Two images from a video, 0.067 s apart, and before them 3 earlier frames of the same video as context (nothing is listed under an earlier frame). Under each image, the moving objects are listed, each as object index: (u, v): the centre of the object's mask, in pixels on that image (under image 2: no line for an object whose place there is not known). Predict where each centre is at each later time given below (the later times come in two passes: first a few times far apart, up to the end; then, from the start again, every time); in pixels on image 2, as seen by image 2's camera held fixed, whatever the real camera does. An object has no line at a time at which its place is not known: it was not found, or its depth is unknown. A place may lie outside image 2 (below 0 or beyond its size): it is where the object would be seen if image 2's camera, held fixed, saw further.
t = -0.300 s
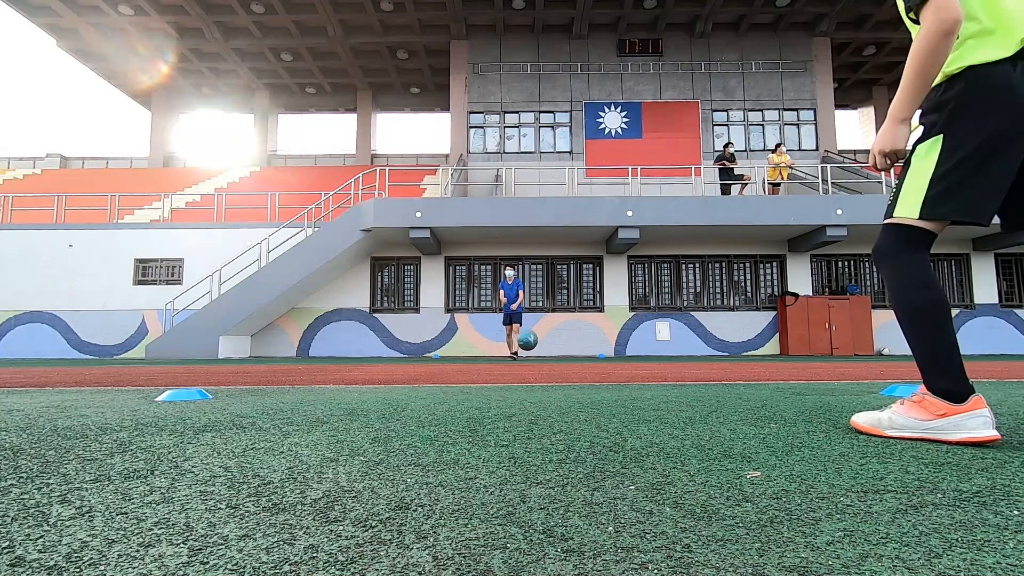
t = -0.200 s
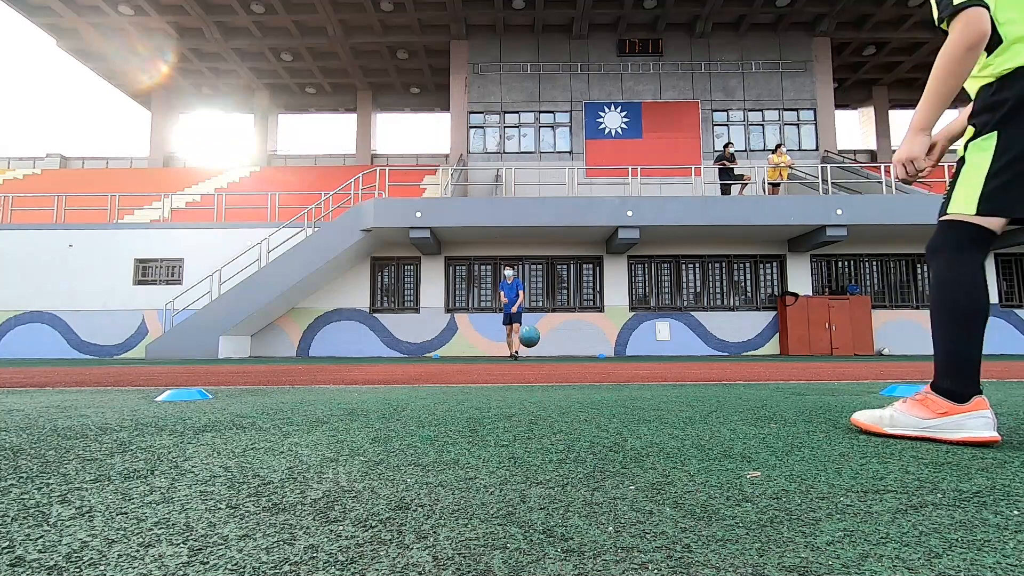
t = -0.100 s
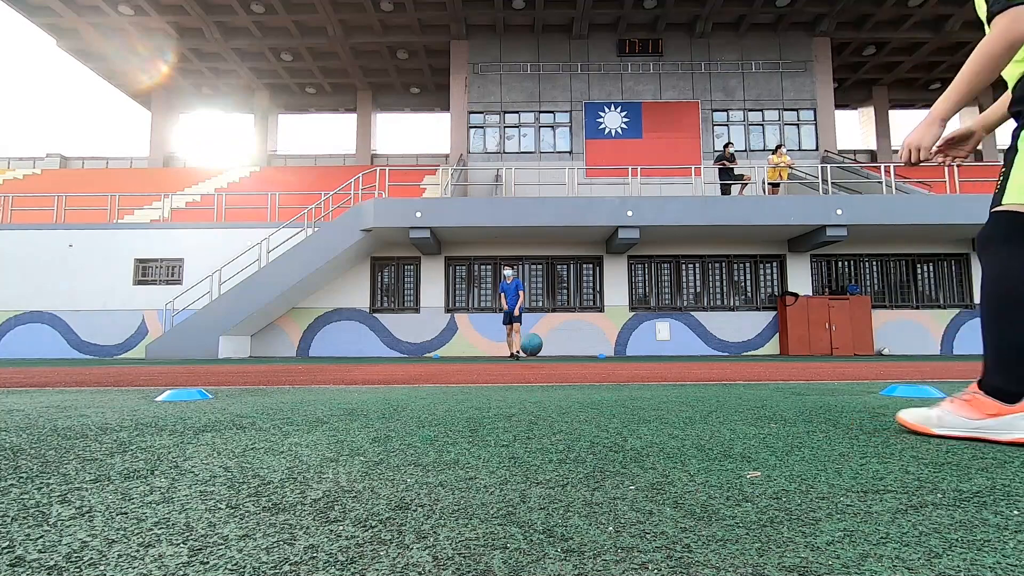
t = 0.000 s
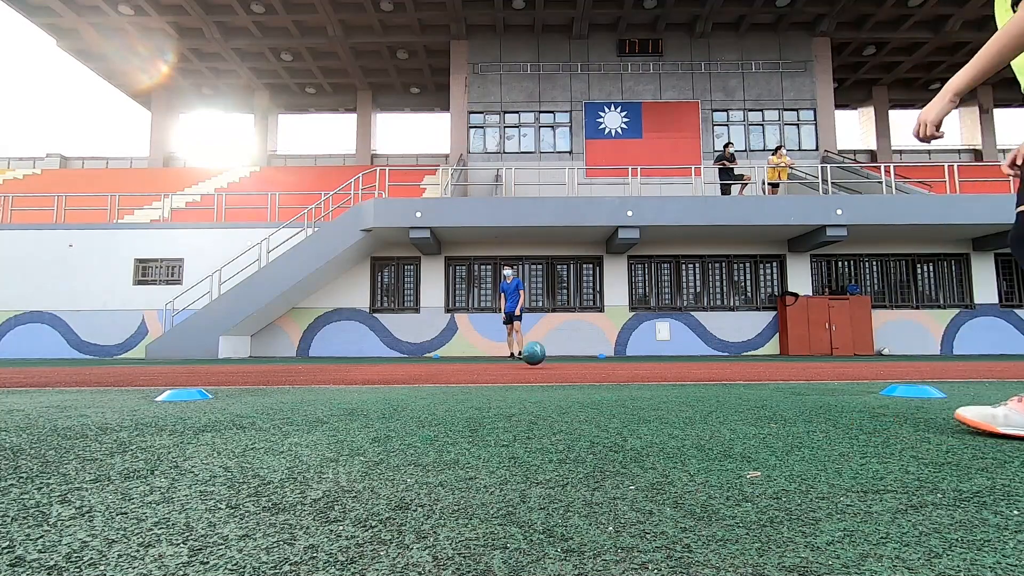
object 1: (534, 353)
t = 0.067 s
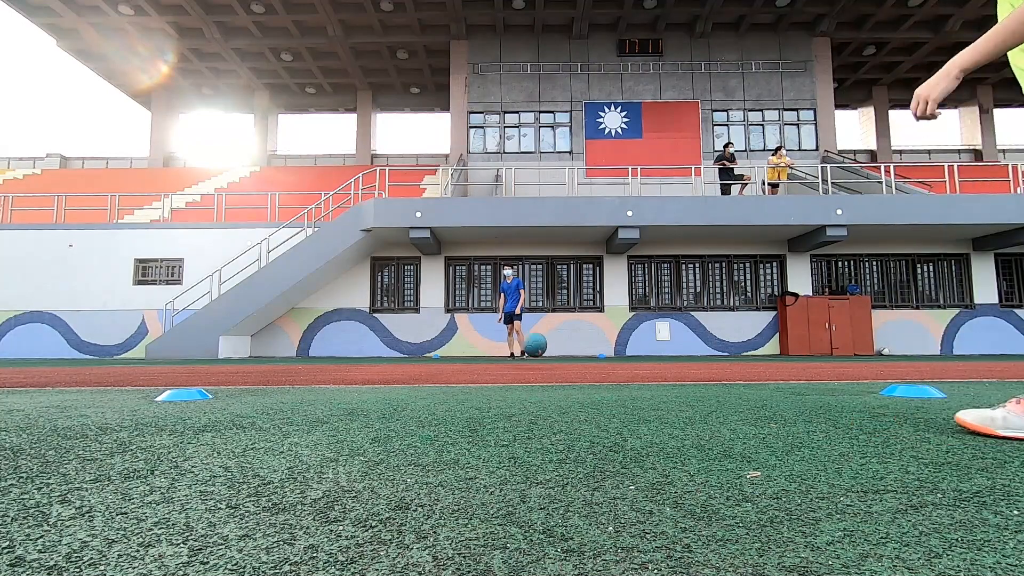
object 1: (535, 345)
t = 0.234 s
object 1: (540, 347)
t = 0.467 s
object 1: (546, 346)
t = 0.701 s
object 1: (554, 348)
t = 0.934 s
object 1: (563, 353)
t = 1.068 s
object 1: (570, 357)
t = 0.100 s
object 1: (536, 342)
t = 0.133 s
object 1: (537, 341)
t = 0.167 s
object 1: (538, 341)
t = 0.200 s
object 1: (539, 343)
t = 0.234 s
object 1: (540, 347)
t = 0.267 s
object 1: (541, 352)
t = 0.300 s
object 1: (542, 358)
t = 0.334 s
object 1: (542, 353)
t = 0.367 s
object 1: (543, 349)
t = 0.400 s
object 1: (544, 347)
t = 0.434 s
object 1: (545, 345)
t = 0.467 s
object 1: (546, 346)
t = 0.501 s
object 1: (547, 348)
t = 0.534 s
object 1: (548, 352)
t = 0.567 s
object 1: (549, 358)
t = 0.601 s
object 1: (550, 356)
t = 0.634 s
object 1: (551, 351)
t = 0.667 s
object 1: (553, 349)
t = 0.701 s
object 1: (554, 348)
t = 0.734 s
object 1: (555, 349)
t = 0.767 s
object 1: (556, 351)
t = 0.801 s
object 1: (558, 357)
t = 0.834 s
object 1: (559, 359)
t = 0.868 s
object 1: (560, 355)
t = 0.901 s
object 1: (562, 353)
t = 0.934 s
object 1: (563, 353)
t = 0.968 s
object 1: (565, 356)
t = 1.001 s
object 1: (567, 360)
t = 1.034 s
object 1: (568, 360)
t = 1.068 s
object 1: (570, 357)
